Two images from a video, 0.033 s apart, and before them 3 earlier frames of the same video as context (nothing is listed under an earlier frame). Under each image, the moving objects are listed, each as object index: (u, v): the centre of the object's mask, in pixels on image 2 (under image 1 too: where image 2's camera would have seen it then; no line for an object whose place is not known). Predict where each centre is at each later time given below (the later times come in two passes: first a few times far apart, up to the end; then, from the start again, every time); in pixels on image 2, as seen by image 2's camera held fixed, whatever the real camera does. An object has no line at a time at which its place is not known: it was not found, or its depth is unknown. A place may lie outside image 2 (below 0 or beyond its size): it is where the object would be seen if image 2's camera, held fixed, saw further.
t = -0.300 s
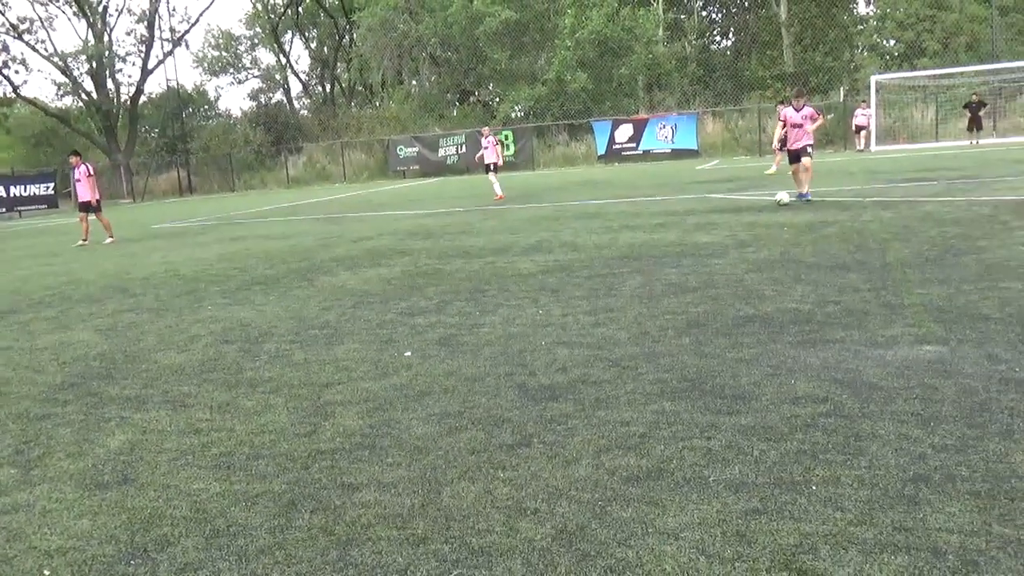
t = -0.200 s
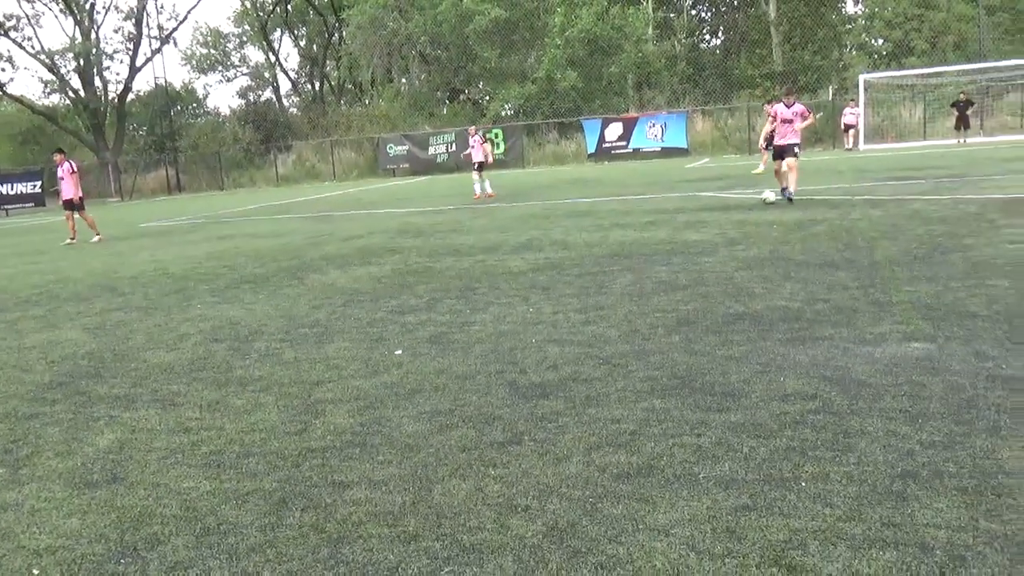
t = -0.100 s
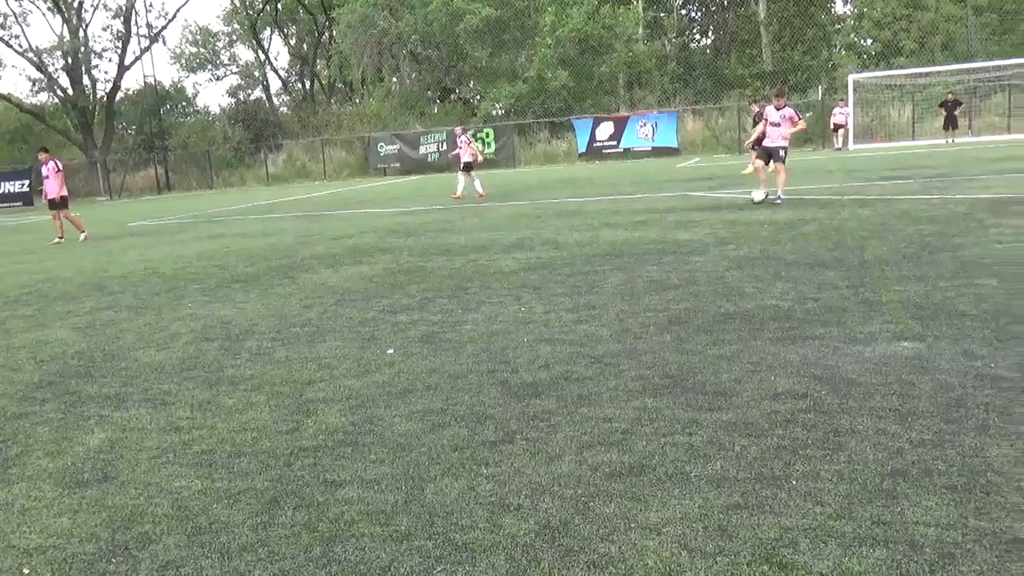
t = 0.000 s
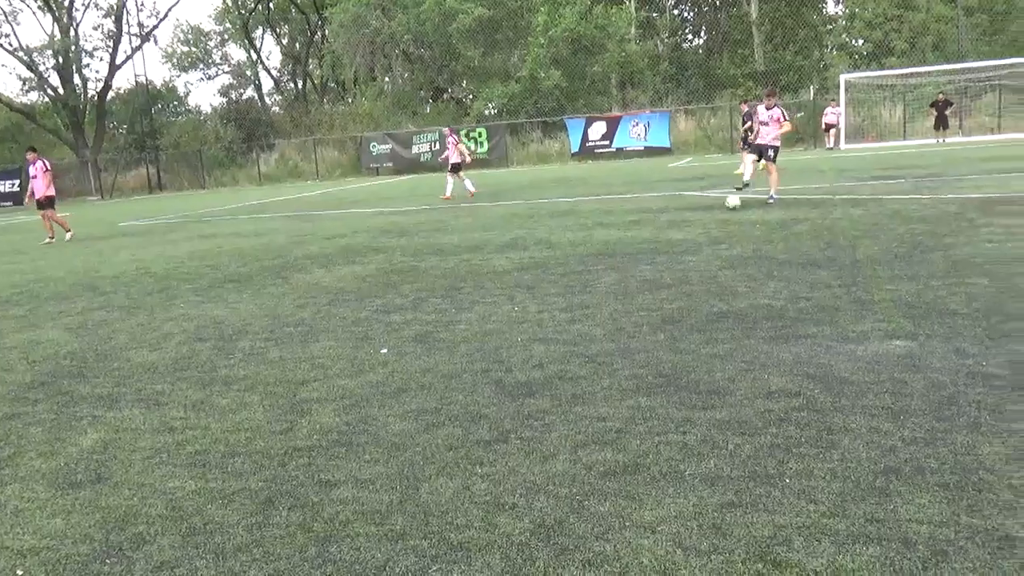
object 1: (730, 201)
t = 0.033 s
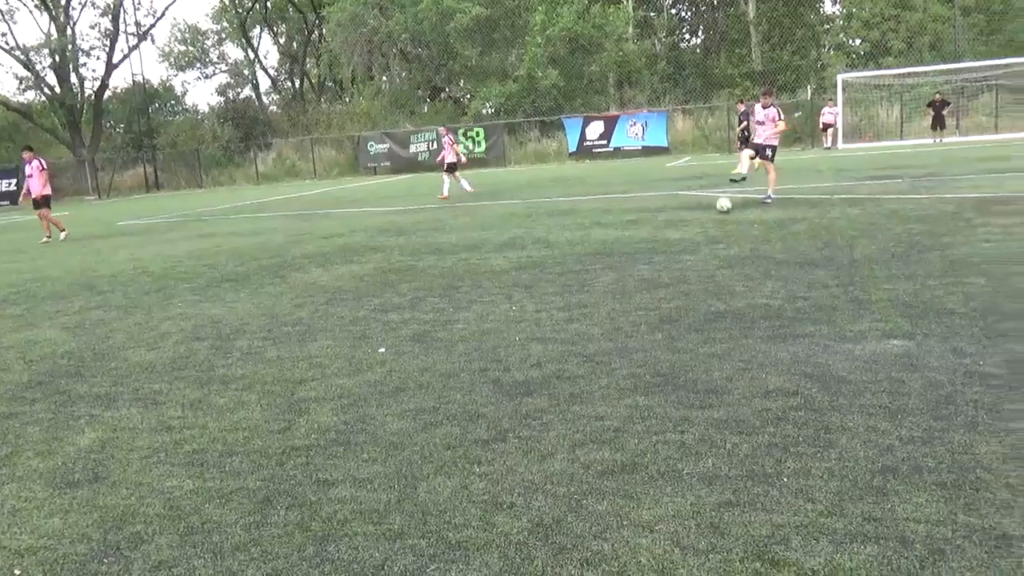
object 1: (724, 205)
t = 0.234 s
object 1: (682, 219)
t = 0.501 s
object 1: (622, 243)
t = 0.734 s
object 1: (561, 265)
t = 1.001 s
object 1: (473, 299)
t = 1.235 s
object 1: (368, 338)
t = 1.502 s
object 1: (194, 405)
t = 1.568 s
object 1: (135, 427)
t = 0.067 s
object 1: (717, 207)
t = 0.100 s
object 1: (711, 210)
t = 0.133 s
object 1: (703, 211)
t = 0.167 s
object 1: (696, 214)
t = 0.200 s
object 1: (689, 218)
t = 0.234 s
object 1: (682, 219)
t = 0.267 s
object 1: (675, 222)
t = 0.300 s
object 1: (667, 225)
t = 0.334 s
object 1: (659, 229)
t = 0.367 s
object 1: (652, 231)
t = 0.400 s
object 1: (645, 234)
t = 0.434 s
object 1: (638, 237)
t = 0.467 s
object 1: (629, 240)
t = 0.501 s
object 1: (622, 243)
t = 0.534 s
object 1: (614, 246)
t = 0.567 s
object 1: (605, 249)
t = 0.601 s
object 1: (597, 252)
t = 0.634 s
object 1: (588, 255)
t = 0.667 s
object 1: (579, 259)
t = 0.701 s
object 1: (570, 261)
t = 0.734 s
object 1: (561, 265)
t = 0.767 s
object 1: (551, 269)
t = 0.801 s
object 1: (542, 271)
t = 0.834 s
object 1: (530, 276)
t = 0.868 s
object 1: (520, 281)
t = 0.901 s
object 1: (508, 285)
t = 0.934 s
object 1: (497, 289)
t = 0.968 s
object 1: (485, 294)
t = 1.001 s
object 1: (473, 299)
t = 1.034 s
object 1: (460, 305)
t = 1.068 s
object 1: (446, 310)
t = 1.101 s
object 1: (433, 314)
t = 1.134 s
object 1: (418, 321)
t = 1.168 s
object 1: (402, 326)
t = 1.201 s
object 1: (386, 331)
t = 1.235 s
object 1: (368, 338)
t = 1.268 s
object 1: (351, 346)
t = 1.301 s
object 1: (332, 352)
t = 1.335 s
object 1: (312, 361)
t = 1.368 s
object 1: (291, 368)
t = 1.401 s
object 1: (268, 376)
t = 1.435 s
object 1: (245, 384)
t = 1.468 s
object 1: (220, 396)
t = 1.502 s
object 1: (194, 405)
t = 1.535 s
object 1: (165, 414)
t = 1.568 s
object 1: (135, 427)
